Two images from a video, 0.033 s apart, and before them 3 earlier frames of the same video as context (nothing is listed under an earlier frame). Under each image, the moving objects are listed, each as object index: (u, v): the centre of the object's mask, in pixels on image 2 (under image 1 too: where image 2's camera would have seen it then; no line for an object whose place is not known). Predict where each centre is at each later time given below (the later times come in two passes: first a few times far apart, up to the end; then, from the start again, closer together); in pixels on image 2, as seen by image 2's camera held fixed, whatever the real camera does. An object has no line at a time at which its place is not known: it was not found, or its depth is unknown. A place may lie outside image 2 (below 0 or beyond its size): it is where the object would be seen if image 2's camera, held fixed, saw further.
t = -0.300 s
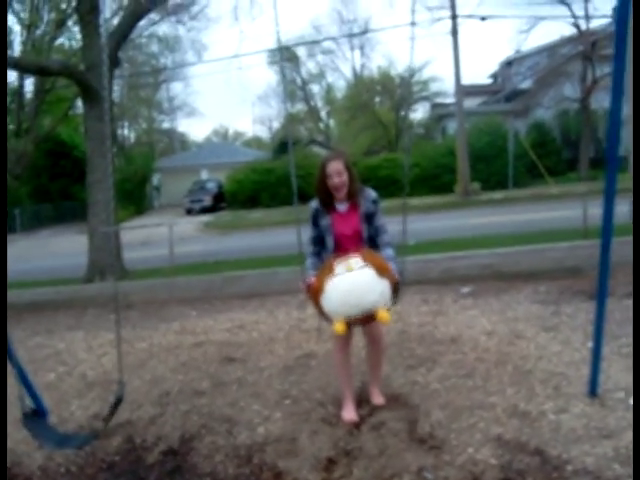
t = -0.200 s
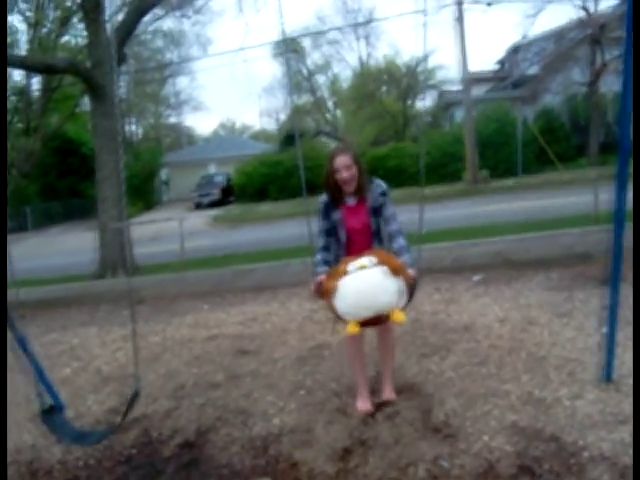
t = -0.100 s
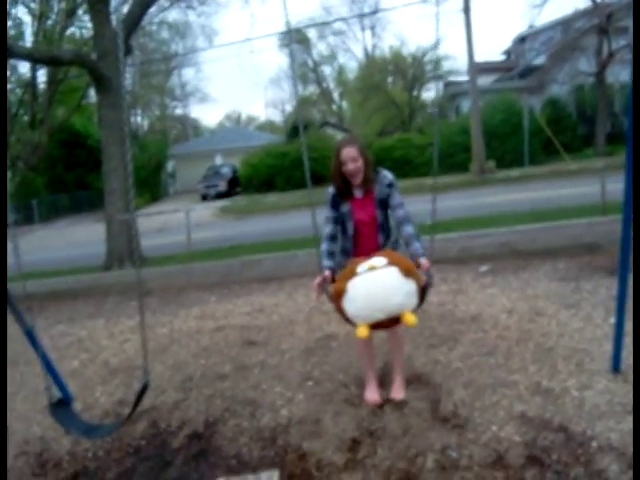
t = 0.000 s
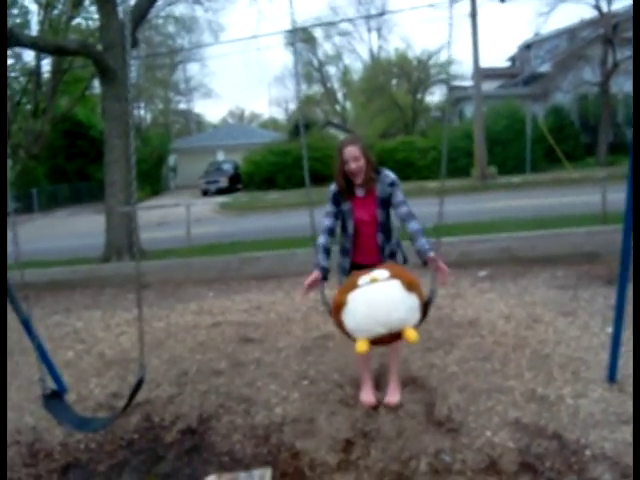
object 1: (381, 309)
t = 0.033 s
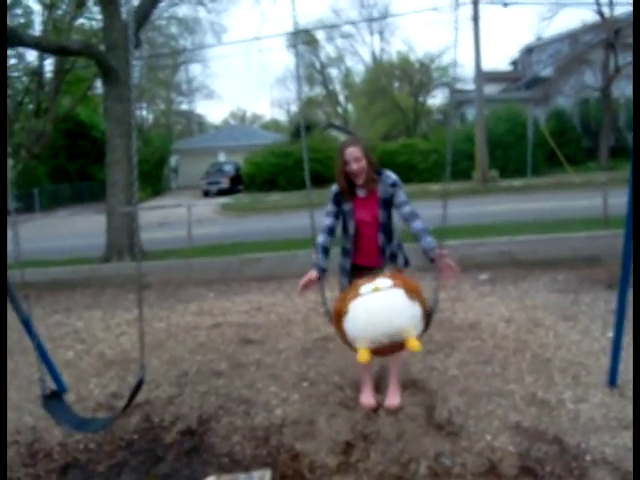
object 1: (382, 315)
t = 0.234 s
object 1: (387, 345)
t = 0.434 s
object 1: (393, 374)
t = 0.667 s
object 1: (403, 397)
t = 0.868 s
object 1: (411, 407)
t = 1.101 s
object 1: (419, 405)
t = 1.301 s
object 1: (422, 402)
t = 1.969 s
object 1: (404, 410)
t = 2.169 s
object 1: (398, 408)
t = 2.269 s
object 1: (394, 404)
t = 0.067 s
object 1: (383, 320)
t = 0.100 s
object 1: (383, 323)
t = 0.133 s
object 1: (384, 330)
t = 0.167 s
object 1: (386, 336)
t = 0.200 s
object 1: (385, 339)
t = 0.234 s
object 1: (387, 345)
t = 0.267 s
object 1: (388, 351)
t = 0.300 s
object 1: (389, 356)
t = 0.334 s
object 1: (390, 360)
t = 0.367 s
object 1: (392, 365)
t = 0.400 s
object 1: (393, 369)
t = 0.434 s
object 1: (393, 374)
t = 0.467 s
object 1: (395, 378)
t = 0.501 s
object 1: (396, 383)
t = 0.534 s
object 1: (398, 386)
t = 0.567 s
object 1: (398, 388)
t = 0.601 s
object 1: (400, 392)
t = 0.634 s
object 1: (401, 395)
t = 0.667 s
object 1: (403, 397)
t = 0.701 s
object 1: (404, 399)
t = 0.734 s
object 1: (406, 402)
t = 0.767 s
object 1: (407, 404)
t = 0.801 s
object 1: (408, 405)
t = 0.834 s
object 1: (410, 407)
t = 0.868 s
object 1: (411, 407)
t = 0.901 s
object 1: (413, 407)
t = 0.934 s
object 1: (414, 408)
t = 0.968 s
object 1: (416, 407)
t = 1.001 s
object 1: (416, 407)
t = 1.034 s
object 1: (417, 407)
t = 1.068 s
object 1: (418, 406)
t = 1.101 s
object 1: (419, 405)
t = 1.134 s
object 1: (420, 404)
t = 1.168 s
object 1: (421, 404)
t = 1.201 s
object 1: (422, 403)
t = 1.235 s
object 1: (422, 402)
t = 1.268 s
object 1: (422, 402)
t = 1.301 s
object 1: (422, 402)
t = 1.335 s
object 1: (422, 402)
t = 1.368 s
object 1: (422, 401)
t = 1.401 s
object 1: (422, 402)
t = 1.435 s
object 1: (422, 402)
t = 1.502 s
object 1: (421, 402)
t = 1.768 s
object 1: (412, 407)
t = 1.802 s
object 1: (411, 408)
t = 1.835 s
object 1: (410, 407)
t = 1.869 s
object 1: (408, 410)
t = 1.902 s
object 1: (406, 410)
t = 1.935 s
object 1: (406, 410)
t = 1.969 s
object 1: (404, 410)
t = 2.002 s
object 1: (403, 410)
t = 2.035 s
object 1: (400, 410)
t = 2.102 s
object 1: (400, 410)
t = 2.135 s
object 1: (398, 409)
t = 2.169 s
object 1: (398, 408)
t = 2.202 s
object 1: (397, 407)
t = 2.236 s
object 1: (395, 406)
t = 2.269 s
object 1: (394, 404)
